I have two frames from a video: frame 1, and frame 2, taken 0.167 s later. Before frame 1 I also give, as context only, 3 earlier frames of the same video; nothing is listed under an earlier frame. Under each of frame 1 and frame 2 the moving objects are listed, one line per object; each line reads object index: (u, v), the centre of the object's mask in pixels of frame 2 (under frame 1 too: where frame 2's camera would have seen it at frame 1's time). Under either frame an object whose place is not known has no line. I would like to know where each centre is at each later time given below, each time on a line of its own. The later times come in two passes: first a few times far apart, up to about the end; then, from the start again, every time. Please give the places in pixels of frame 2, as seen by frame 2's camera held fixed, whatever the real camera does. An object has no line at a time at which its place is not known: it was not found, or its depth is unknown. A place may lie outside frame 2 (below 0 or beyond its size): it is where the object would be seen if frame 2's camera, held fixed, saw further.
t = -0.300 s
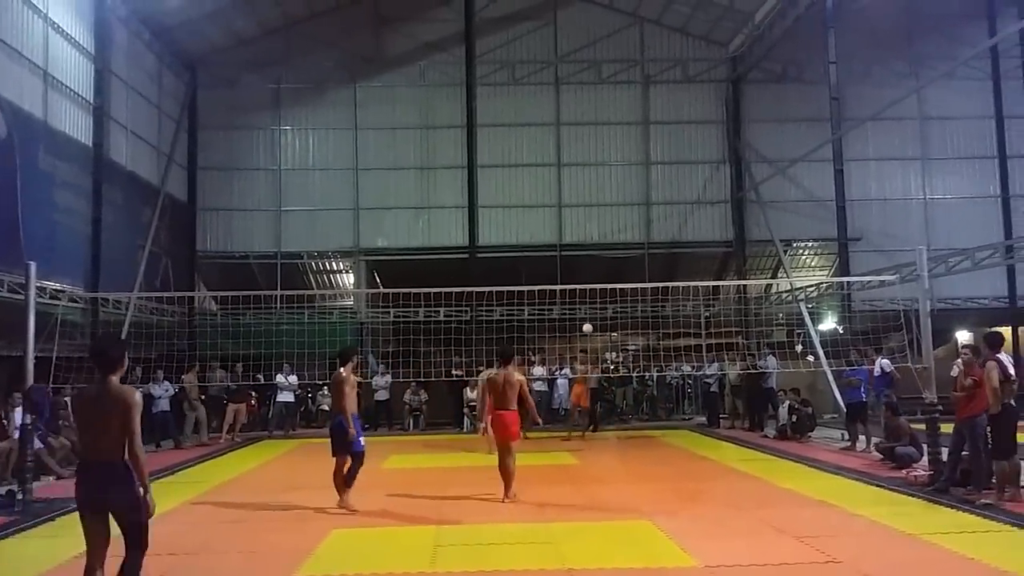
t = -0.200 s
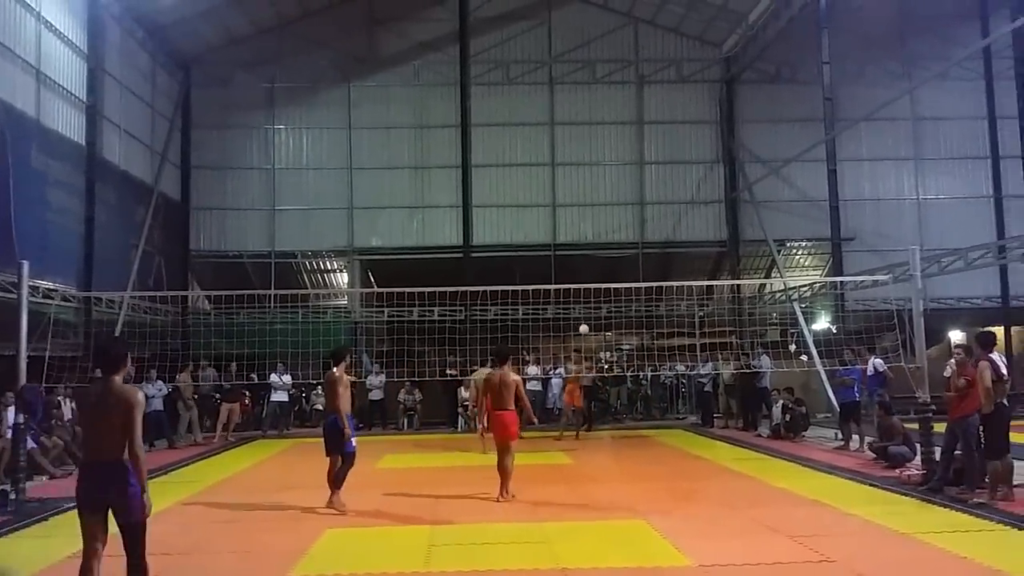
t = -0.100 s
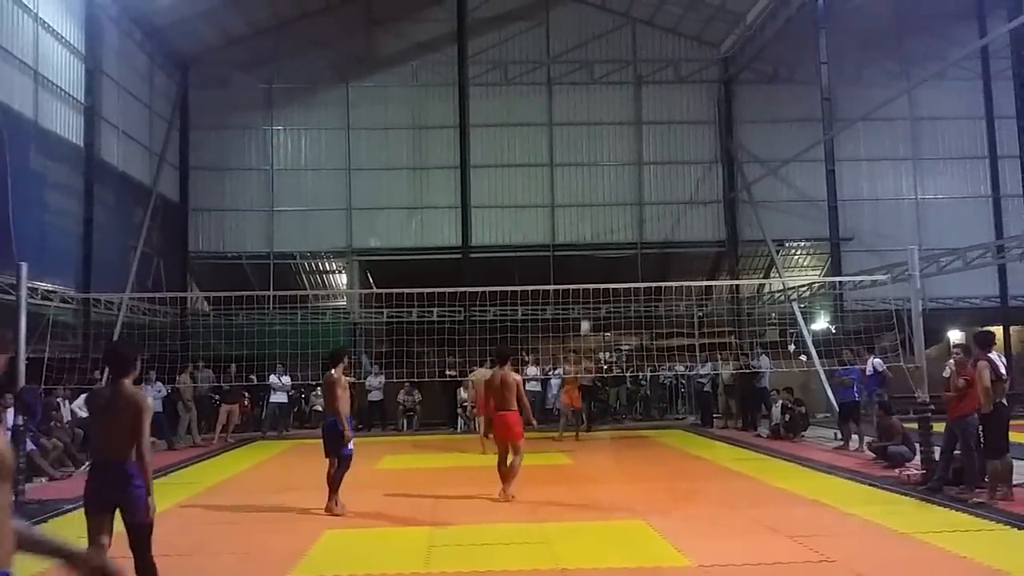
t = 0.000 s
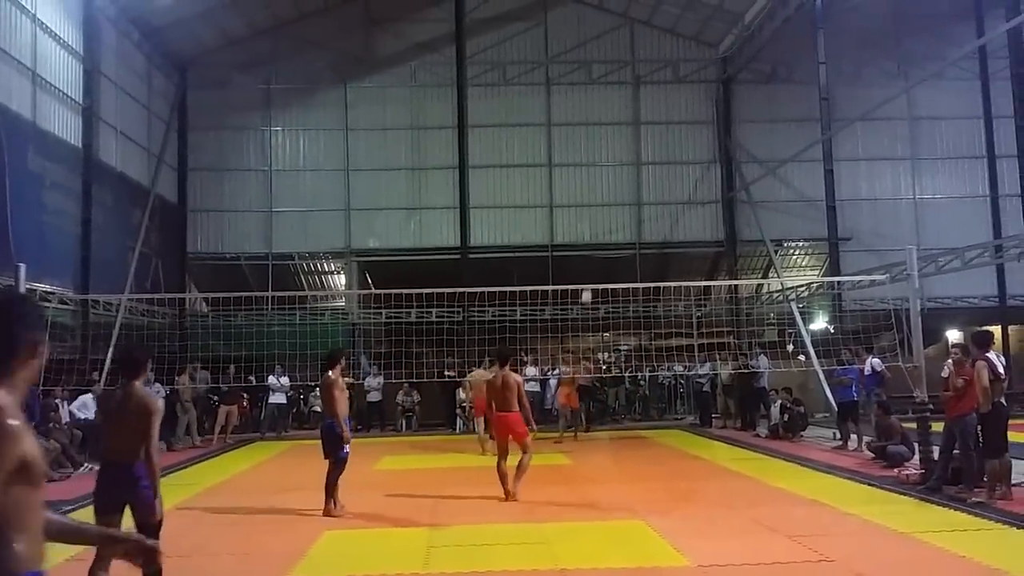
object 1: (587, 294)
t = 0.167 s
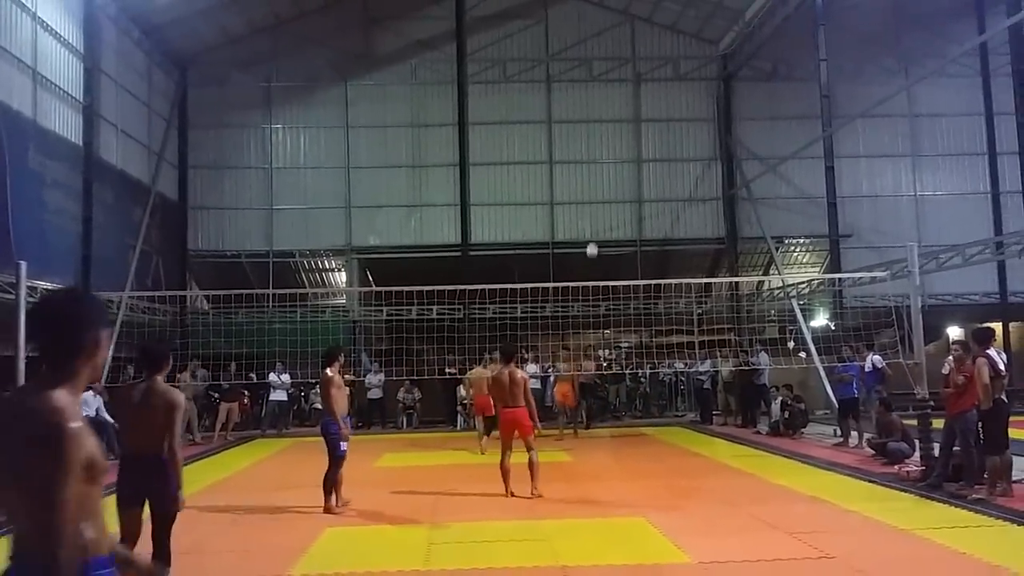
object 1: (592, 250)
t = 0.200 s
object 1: (593, 242)
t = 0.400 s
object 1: (598, 206)
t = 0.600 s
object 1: (606, 188)
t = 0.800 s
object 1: (617, 195)
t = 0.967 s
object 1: (628, 225)
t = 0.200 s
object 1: (593, 242)
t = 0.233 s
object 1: (593, 235)
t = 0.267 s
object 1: (594, 228)
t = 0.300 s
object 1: (595, 222)
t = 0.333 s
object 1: (596, 216)
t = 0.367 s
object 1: (597, 211)
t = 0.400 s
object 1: (598, 206)
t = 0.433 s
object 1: (599, 201)
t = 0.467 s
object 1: (600, 197)
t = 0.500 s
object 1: (602, 194)
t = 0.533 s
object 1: (603, 192)
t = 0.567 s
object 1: (604, 190)
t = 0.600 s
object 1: (606, 188)
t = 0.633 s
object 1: (608, 188)
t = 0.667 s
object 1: (609, 187)
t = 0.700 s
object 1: (611, 188)
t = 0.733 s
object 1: (613, 190)
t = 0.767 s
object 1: (615, 192)
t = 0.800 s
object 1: (617, 195)
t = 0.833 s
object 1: (619, 199)
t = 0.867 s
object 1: (621, 204)
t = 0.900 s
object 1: (624, 210)
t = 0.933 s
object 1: (626, 218)
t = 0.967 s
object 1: (628, 225)
